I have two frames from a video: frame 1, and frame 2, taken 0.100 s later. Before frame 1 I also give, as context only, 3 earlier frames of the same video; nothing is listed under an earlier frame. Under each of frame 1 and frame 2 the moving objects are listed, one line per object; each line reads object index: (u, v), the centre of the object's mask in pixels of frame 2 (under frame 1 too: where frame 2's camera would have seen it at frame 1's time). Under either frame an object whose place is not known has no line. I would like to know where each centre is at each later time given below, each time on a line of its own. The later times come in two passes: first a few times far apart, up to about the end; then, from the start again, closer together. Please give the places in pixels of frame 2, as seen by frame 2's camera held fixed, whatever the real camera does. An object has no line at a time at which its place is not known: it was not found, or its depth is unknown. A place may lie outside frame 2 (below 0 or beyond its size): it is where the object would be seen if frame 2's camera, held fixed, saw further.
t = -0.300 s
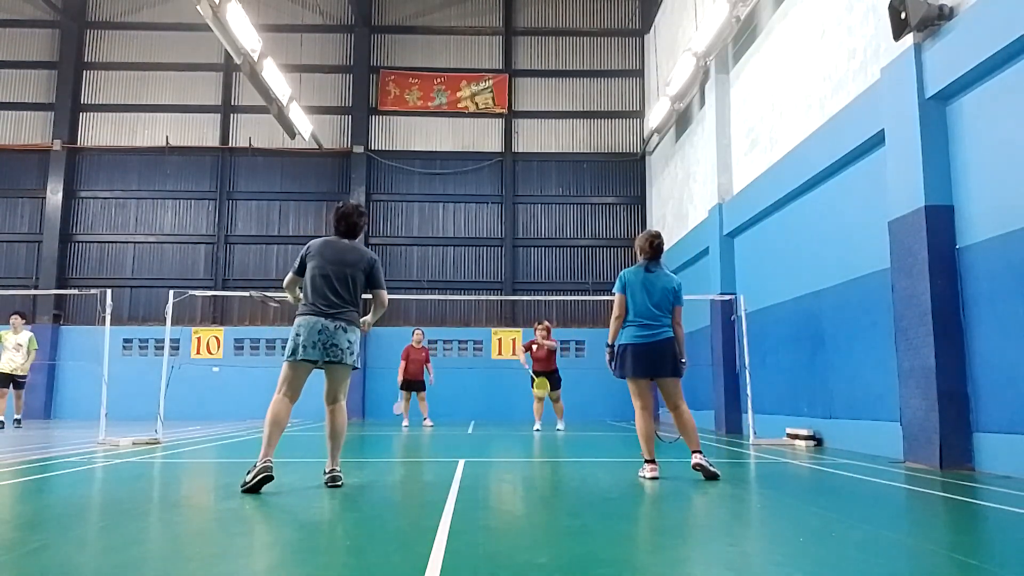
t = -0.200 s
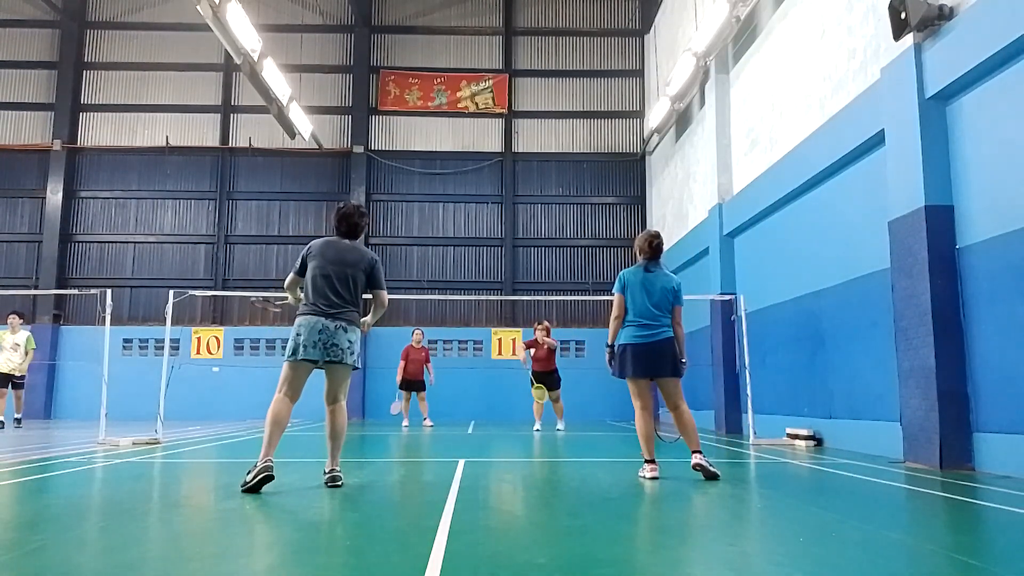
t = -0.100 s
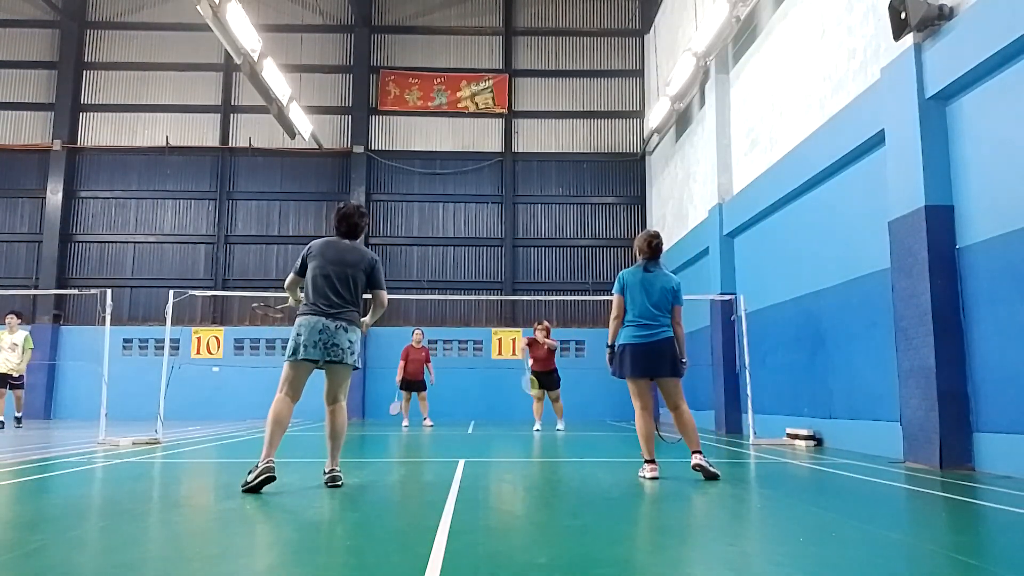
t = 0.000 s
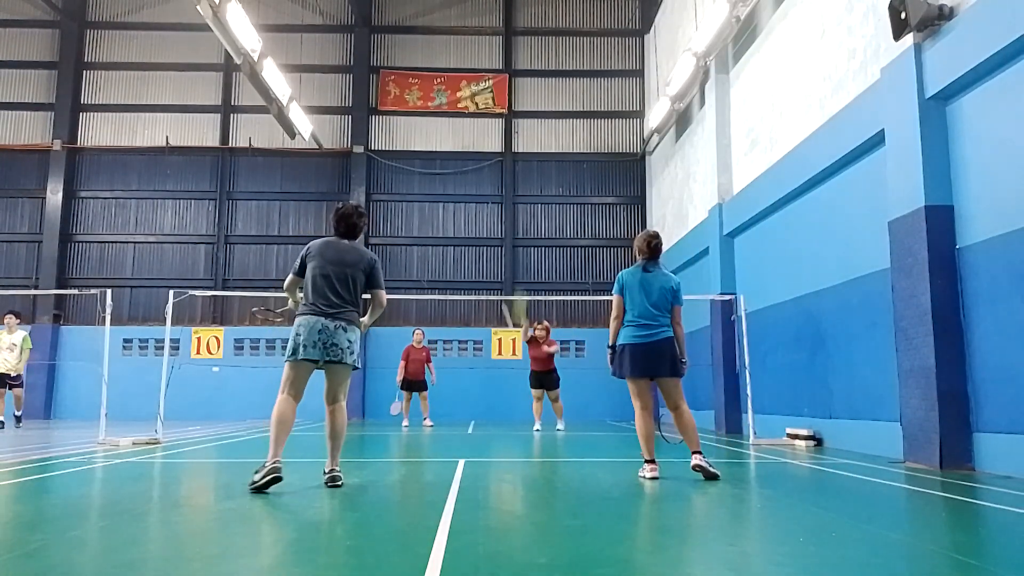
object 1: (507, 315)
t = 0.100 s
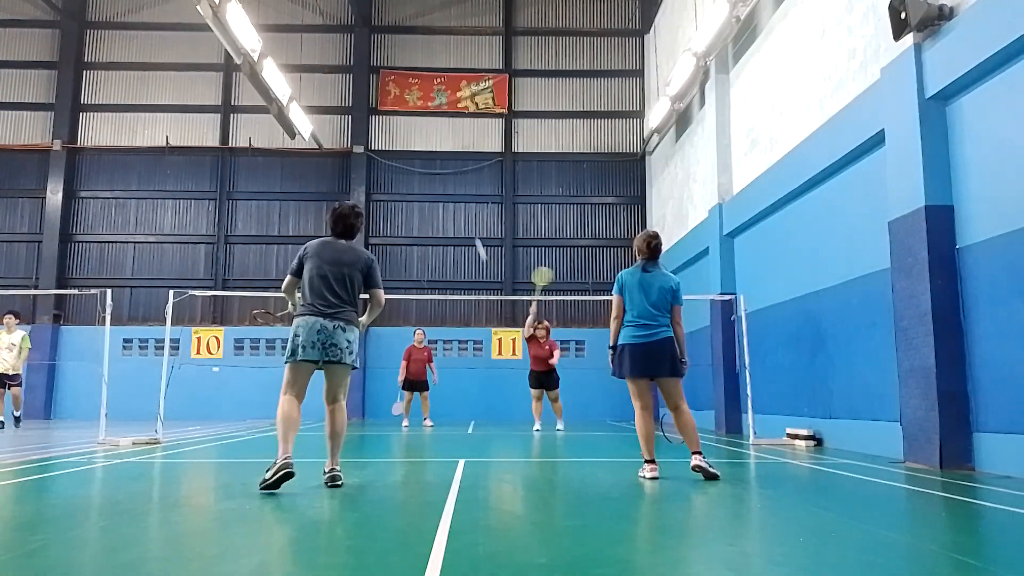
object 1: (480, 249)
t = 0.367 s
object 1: (416, 129)
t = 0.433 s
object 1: (400, 109)
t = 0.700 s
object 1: (333, 76)
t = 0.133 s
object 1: (472, 229)
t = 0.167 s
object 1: (464, 212)
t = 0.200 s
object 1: (455, 194)
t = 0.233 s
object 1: (447, 180)
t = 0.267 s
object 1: (440, 165)
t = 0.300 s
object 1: (432, 153)
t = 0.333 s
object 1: (423, 139)
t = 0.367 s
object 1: (416, 129)
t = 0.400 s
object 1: (408, 118)
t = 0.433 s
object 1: (400, 109)
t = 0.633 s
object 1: (351, 78)
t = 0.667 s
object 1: (342, 77)
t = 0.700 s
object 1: (333, 76)
